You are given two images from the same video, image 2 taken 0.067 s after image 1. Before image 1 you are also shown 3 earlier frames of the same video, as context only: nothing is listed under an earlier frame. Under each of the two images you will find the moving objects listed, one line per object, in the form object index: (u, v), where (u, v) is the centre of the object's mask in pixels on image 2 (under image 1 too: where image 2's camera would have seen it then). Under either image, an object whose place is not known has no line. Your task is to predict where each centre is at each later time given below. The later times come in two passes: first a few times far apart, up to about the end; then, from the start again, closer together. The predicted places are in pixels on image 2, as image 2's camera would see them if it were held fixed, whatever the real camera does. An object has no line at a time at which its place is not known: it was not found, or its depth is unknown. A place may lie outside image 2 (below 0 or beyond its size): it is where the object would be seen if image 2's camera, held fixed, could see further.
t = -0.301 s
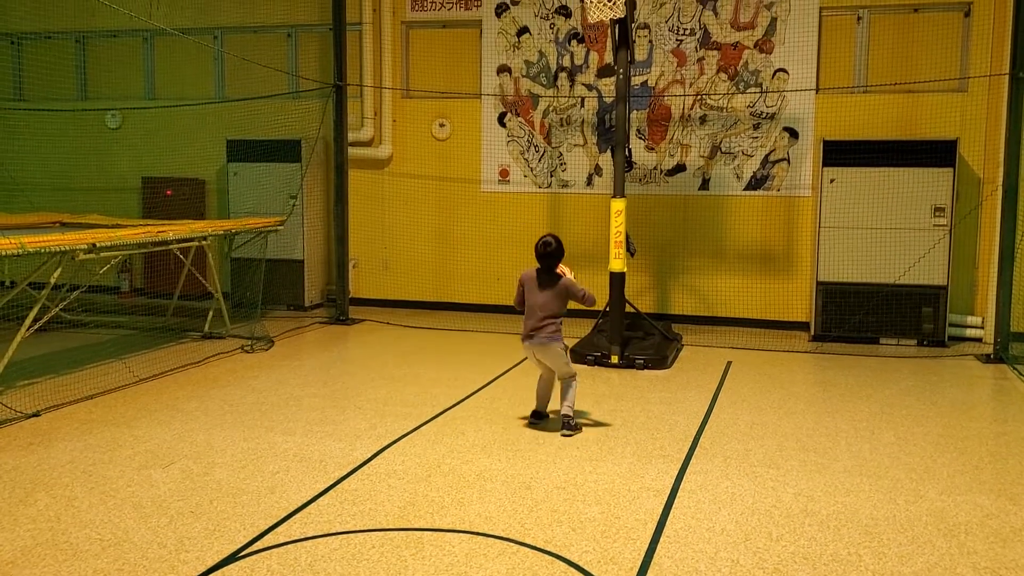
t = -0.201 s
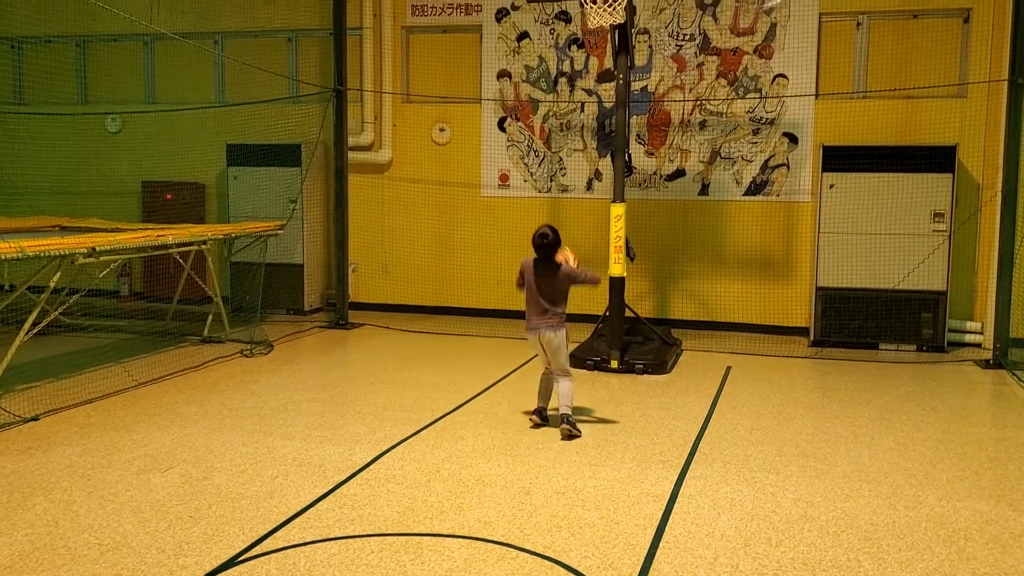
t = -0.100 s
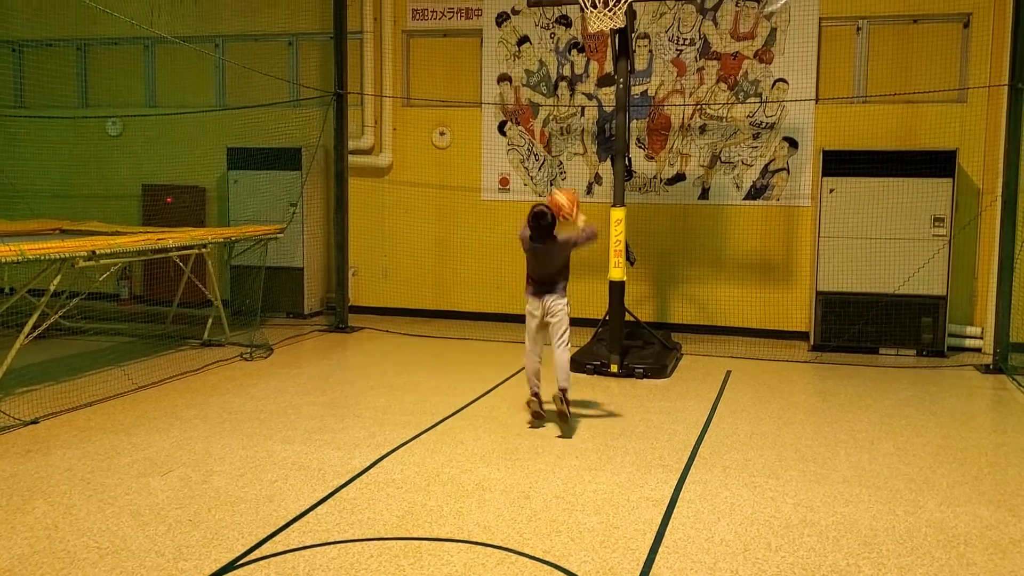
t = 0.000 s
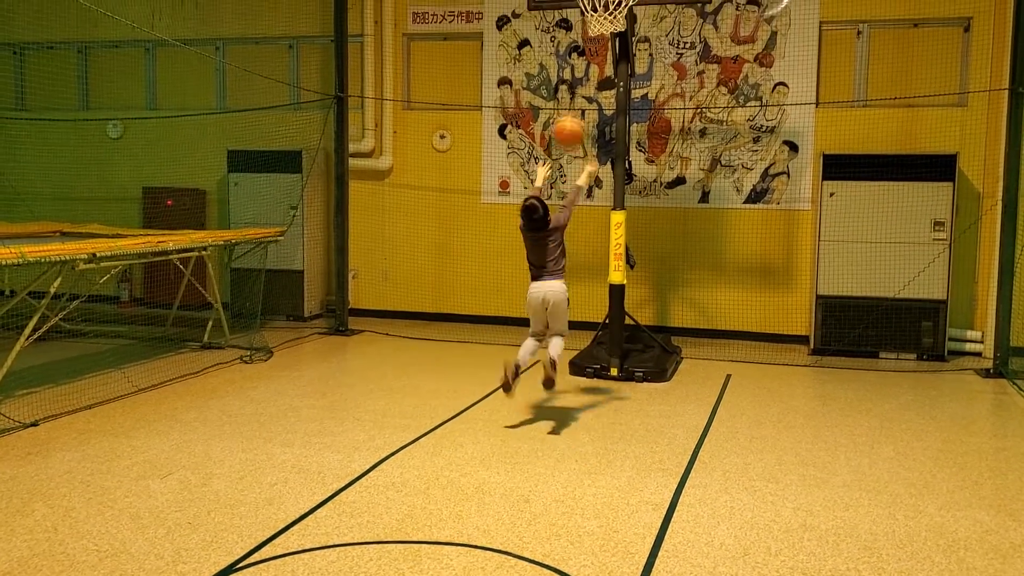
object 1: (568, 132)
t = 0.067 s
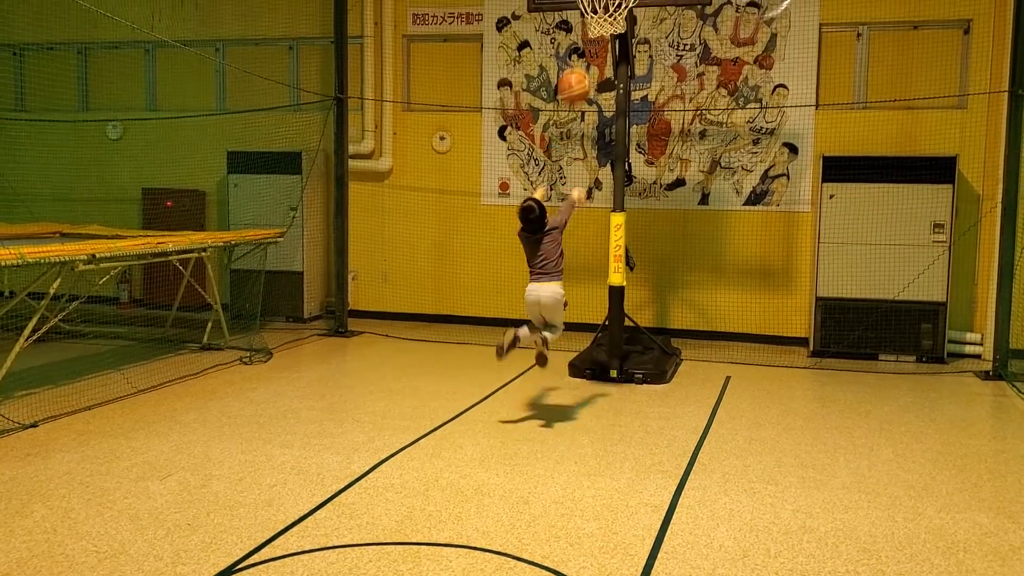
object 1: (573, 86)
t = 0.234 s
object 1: (586, 6)
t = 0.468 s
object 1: (581, 49)
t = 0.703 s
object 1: (574, 156)
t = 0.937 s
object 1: (568, 308)
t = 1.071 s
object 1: (566, 315)
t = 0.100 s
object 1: (577, 66)
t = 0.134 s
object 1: (578, 44)
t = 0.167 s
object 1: (580, 30)
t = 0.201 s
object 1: (583, 14)
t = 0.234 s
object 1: (586, 6)
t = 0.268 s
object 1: (586, 6)
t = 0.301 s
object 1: (585, 8)
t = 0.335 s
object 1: (584, 12)
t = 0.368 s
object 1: (584, 20)
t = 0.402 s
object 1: (584, 28)
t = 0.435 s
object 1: (582, 38)
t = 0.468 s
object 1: (581, 49)
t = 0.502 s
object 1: (579, 61)
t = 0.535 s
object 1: (578, 75)
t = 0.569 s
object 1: (578, 89)
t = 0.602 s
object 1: (577, 103)
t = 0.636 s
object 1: (576, 121)
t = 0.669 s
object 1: (574, 137)
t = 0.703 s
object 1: (574, 156)
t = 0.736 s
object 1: (573, 177)
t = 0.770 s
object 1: (572, 195)
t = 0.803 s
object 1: (569, 216)
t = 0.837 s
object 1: (569, 238)
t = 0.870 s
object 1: (568, 260)
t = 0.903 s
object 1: (568, 282)
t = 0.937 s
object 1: (568, 308)
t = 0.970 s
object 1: (567, 330)
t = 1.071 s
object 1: (566, 315)
